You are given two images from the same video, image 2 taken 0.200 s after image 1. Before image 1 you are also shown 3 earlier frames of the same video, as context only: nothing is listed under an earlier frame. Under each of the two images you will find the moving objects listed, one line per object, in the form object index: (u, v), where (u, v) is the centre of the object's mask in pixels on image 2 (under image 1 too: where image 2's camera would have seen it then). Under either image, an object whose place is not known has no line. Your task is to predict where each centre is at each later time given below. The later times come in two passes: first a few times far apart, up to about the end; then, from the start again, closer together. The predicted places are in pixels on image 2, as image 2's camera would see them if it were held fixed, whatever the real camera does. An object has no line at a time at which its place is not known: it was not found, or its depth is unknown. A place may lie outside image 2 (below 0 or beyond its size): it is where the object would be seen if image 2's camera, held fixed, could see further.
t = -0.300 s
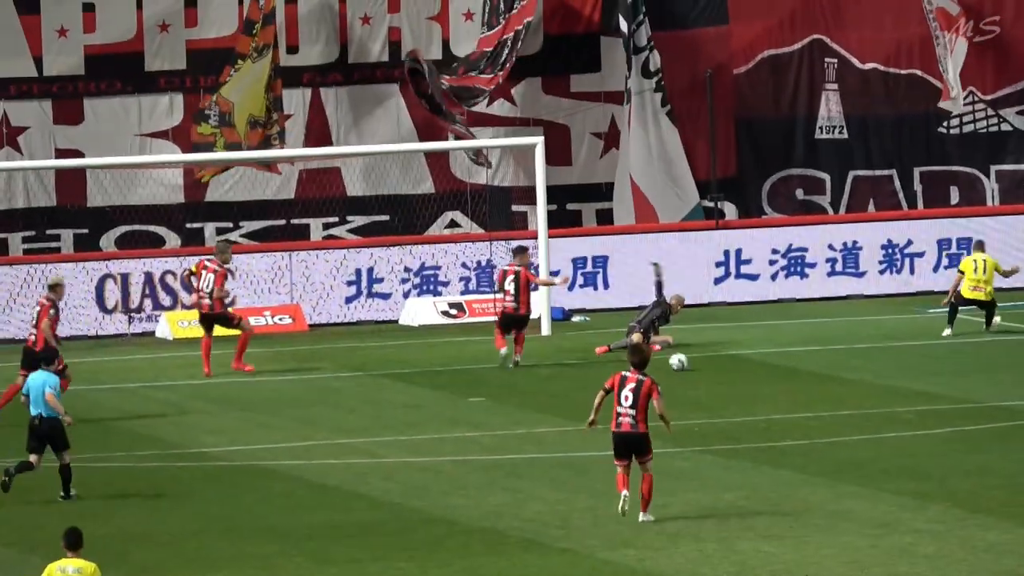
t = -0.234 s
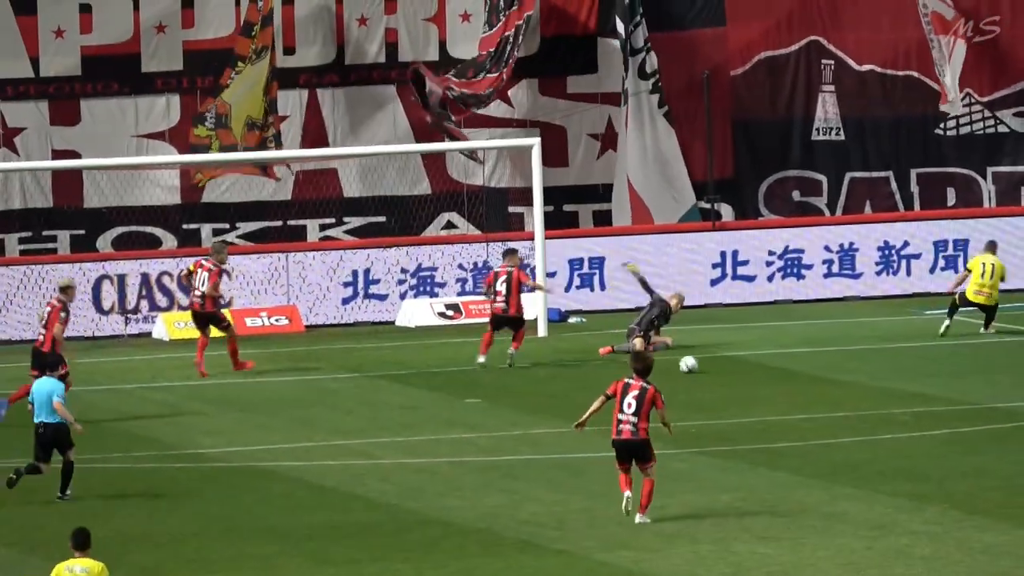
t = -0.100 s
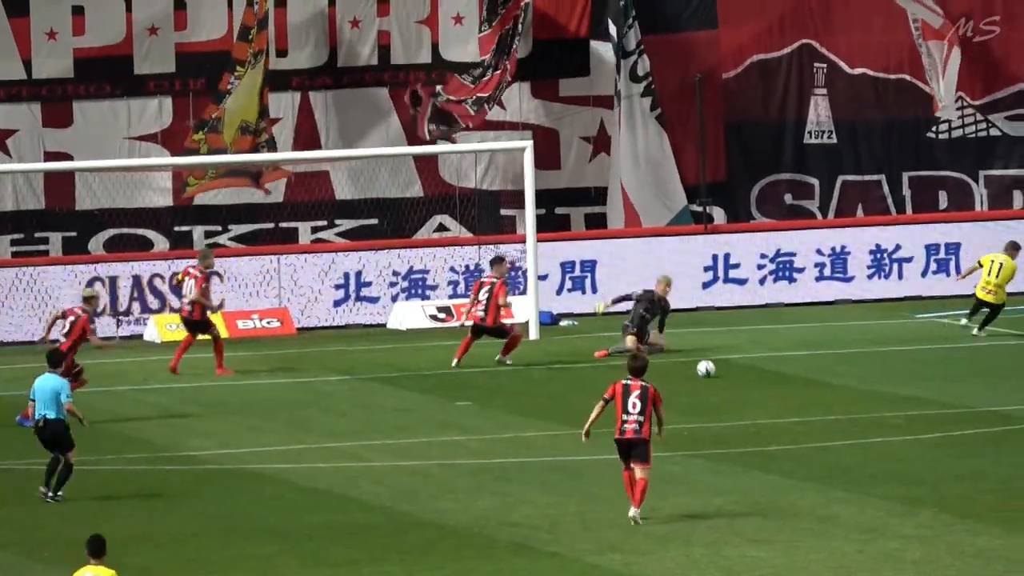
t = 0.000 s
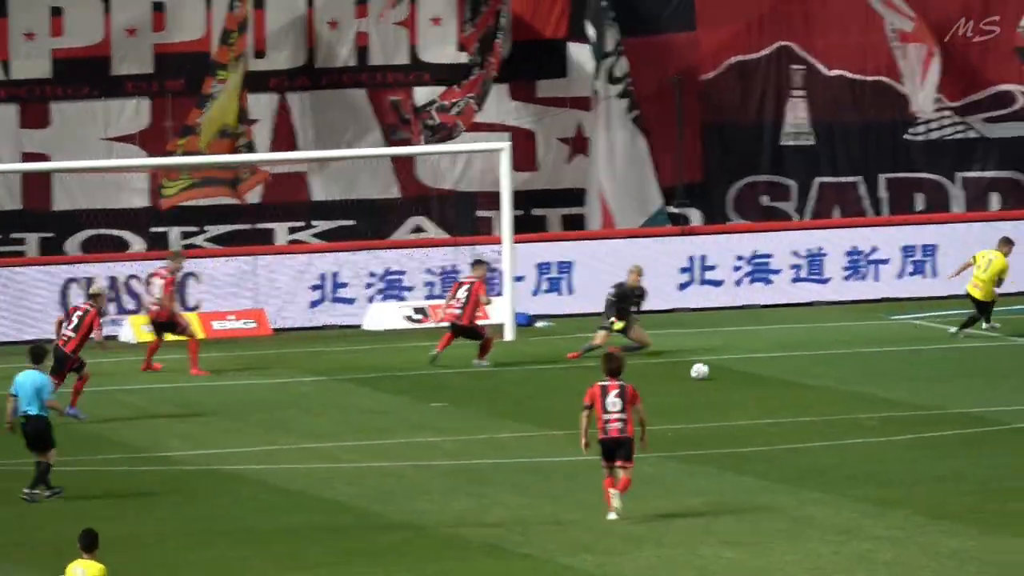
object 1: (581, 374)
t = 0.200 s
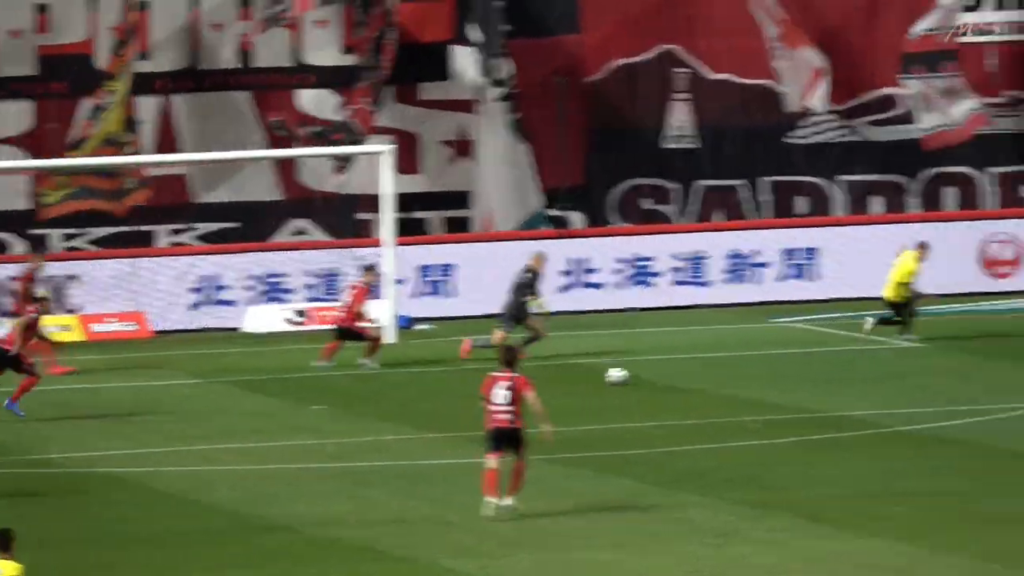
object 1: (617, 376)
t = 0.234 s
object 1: (622, 377)
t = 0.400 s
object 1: (652, 378)
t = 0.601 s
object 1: (687, 379)
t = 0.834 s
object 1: (726, 381)
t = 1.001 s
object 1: (754, 382)
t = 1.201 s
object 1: (786, 383)
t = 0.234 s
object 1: (622, 377)
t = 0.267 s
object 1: (629, 377)
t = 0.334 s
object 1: (641, 377)
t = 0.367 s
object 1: (646, 377)
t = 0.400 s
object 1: (652, 378)
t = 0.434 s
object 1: (658, 378)
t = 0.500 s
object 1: (670, 379)
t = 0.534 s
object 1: (676, 379)
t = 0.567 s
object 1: (681, 379)
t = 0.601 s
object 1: (687, 379)
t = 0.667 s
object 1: (698, 380)
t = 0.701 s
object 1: (705, 380)
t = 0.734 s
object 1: (710, 380)
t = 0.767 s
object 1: (716, 381)
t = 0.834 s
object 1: (726, 381)
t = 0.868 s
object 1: (732, 381)
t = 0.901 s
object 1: (738, 382)
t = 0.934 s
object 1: (743, 382)
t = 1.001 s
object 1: (754, 382)
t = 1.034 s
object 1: (760, 383)
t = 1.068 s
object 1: (764, 382)
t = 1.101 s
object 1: (770, 382)
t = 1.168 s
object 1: (780, 383)
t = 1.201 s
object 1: (786, 383)
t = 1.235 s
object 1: (791, 383)
